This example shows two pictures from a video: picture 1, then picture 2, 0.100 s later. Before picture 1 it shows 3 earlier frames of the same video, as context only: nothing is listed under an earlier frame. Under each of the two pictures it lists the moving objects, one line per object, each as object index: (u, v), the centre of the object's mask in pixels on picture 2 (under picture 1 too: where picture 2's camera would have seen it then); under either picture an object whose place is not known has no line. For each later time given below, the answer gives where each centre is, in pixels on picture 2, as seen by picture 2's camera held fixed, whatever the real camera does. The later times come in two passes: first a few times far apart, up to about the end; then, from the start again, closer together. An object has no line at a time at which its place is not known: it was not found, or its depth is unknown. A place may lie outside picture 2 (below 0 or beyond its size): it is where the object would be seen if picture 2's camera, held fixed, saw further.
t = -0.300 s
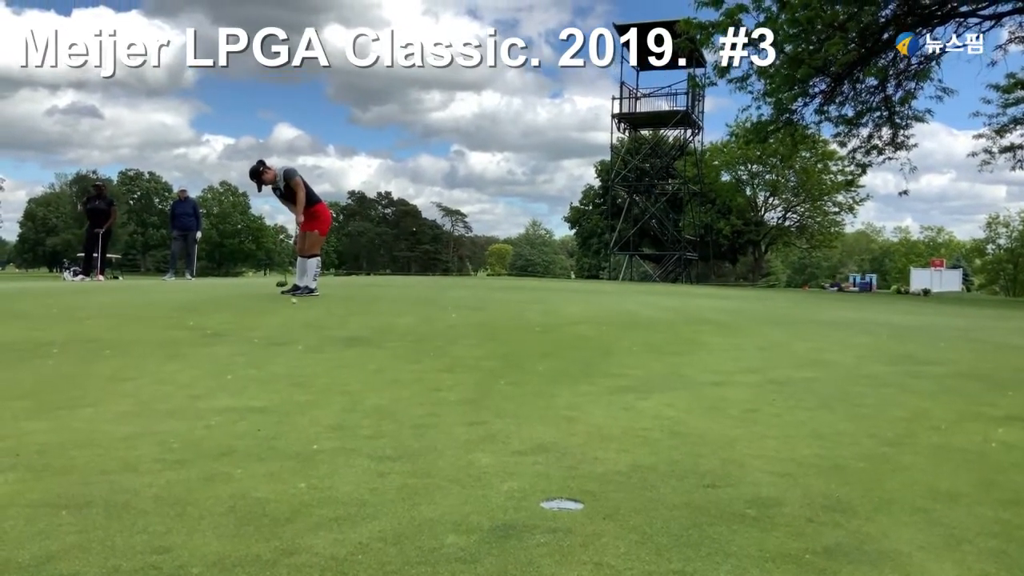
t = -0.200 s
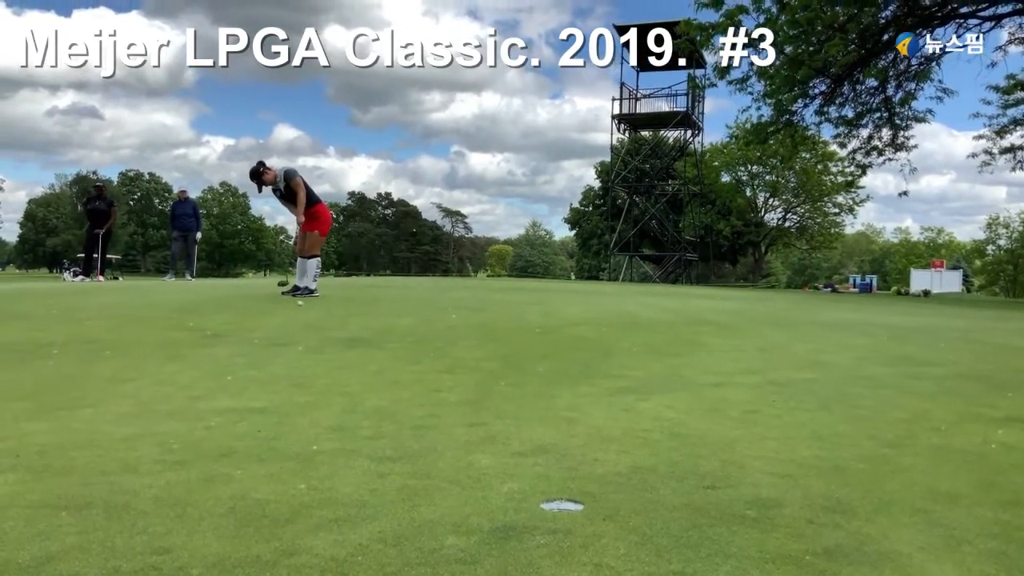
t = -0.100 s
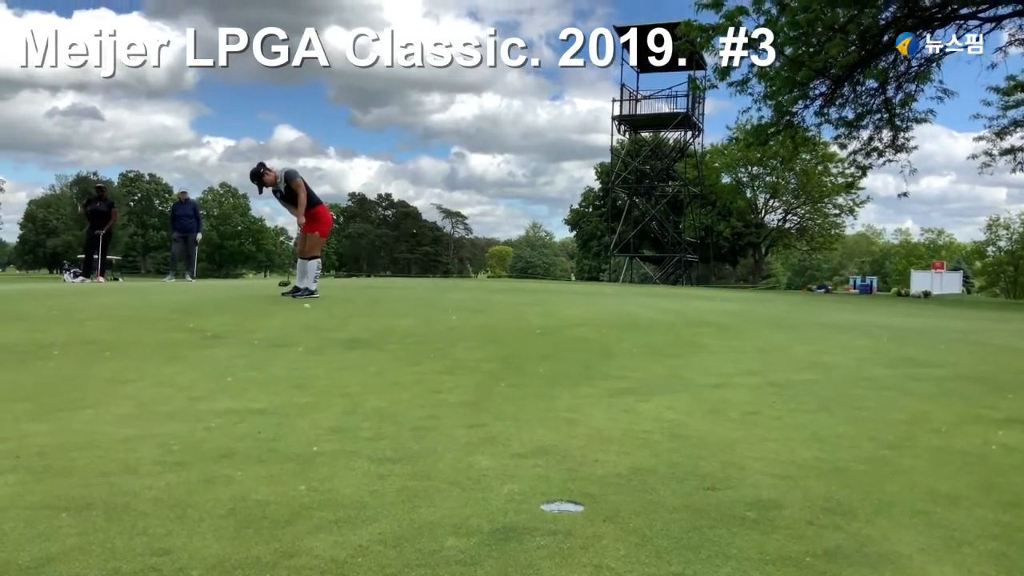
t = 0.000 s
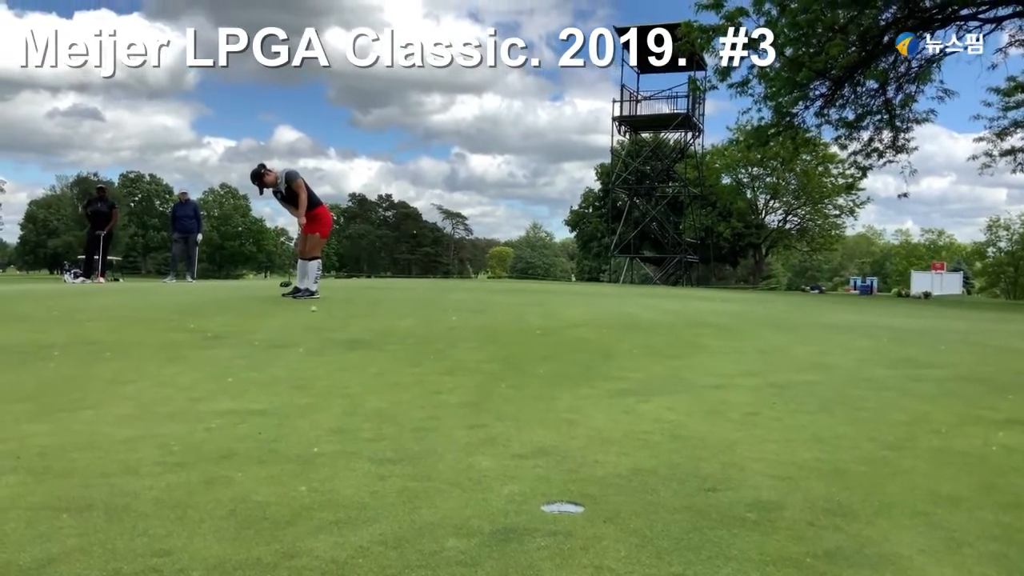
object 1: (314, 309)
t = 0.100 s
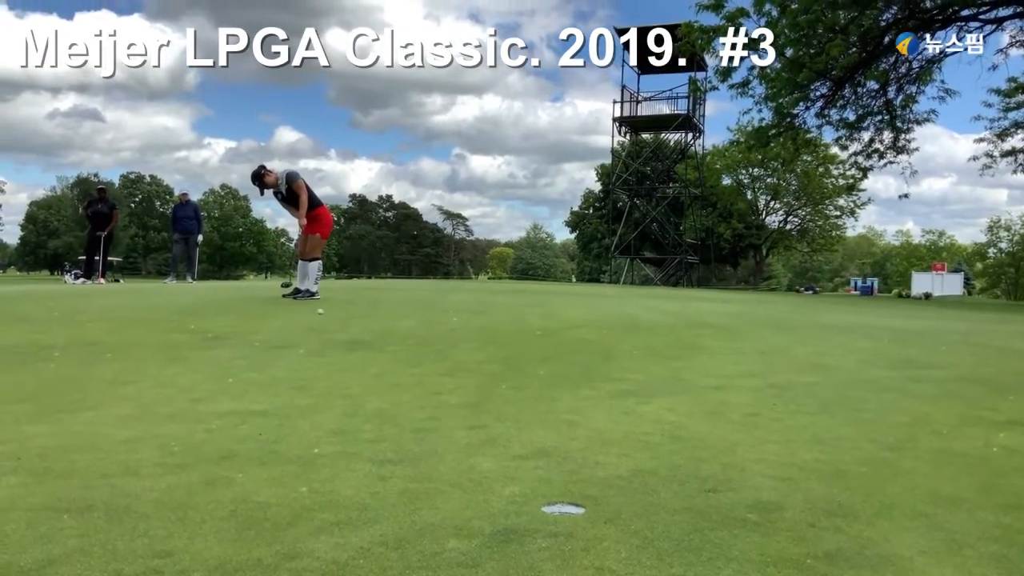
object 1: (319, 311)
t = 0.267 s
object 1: (330, 315)
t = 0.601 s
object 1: (351, 323)
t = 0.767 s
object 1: (362, 327)
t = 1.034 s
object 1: (379, 334)
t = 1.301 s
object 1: (397, 342)
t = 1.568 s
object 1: (414, 350)
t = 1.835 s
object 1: (431, 359)
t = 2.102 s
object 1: (448, 368)
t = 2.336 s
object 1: (463, 377)
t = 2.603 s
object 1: (478, 387)
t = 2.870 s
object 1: (494, 397)
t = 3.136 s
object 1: (509, 408)
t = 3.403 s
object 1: (522, 419)
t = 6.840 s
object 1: (578, 485)
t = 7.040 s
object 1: (578, 485)
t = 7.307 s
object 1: (578, 485)
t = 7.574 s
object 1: (578, 485)
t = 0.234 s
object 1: (328, 314)
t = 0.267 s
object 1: (330, 315)
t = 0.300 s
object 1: (332, 316)
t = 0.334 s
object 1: (335, 317)
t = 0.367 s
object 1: (337, 317)
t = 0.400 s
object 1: (339, 318)
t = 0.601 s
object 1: (351, 323)
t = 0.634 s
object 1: (353, 323)
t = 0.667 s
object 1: (355, 324)
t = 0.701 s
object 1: (358, 325)
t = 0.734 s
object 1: (360, 326)
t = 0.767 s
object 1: (362, 327)
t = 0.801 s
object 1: (364, 328)
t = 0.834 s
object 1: (366, 328)
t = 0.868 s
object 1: (369, 329)
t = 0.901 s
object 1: (371, 330)
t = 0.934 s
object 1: (373, 331)
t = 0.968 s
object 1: (375, 332)
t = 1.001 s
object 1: (377, 333)
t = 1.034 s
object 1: (379, 334)
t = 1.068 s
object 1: (382, 335)
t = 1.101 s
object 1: (384, 336)
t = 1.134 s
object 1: (386, 337)
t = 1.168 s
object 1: (388, 338)
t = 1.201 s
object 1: (391, 339)
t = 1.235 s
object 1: (393, 340)
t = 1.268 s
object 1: (395, 341)
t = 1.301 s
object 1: (397, 342)
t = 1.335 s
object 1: (399, 343)
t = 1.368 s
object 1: (401, 344)
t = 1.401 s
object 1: (403, 345)
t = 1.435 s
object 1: (406, 346)
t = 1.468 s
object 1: (408, 347)
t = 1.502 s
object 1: (410, 348)
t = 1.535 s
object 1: (412, 349)
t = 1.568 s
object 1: (414, 350)
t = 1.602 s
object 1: (416, 351)
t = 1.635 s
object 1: (418, 352)
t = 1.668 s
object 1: (420, 353)
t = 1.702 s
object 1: (423, 355)
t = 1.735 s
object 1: (425, 356)
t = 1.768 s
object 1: (427, 357)
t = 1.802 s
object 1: (429, 358)
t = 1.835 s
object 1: (431, 359)
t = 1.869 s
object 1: (434, 360)
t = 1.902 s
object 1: (436, 361)
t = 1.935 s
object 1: (438, 363)
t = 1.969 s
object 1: (440, 364)
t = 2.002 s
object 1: (442, 365)
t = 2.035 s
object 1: (444, 366)
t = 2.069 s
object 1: (447, 367)
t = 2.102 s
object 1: (448, 368)
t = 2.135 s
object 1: (450, 369)
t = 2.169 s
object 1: (452, 371)
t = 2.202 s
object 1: (455, 372)
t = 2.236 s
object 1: (457, 373)
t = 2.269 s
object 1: (458, 374)
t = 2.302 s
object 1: (461, 375)
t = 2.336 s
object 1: (463, 377)
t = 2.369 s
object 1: (465, 378)
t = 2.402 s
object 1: (467, 379)
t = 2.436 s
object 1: (469, 381)
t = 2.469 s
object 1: (471, 382)
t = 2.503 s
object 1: (473, 383)
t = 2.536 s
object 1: (475, 385)
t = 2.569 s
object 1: (477, 386)
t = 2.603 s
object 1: (478, 387)
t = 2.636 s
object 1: (480, 389)
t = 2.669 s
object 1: (482, 390)
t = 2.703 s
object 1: (484, 391)
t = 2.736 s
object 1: (486, 392)
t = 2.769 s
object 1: (488, 393)
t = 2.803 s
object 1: (490, 395)
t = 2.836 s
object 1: (492, 396)
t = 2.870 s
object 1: (494, 397)
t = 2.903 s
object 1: (496, 399)
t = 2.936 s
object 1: (498, 400)
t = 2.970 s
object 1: (500, 401)
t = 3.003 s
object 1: (502, 403)
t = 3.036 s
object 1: (504, 404)
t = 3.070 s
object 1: (505, 405)
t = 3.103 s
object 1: (507, 407)
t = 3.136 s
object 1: (509, 408)
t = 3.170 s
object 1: (511, 409)
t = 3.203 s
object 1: (512, 411)
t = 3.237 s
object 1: (514, 412)
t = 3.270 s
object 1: (516, 413)
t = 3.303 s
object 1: (517, 415)
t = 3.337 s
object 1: (519, 416)
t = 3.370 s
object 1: (520, 417)
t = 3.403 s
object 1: (522, 419)
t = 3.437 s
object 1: (523, 420)
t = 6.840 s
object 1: (578, 485)
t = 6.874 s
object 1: (578, 485)
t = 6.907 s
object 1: (578, 485)
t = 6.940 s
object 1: (578, 485)
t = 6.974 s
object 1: (578, 485)
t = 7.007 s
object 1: (578, 485)
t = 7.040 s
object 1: (578, 485)
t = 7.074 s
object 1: (578, 485)
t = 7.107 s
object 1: (578, 485)
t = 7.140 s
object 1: (578, 485)
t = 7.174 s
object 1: (578, 485)
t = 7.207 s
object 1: (578, 485)
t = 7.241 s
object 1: (578, 485)
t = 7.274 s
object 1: (578, 485)
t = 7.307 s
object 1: (578, 485)
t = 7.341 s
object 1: (578, 485)
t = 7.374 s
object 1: (578, 485)
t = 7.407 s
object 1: (578, 485)
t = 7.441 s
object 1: (578, 485)
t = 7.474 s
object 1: (578, 485)
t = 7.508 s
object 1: (578, 485)
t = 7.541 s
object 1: (578, 485)
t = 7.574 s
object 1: (578, 485)
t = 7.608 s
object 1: (578, 485)
